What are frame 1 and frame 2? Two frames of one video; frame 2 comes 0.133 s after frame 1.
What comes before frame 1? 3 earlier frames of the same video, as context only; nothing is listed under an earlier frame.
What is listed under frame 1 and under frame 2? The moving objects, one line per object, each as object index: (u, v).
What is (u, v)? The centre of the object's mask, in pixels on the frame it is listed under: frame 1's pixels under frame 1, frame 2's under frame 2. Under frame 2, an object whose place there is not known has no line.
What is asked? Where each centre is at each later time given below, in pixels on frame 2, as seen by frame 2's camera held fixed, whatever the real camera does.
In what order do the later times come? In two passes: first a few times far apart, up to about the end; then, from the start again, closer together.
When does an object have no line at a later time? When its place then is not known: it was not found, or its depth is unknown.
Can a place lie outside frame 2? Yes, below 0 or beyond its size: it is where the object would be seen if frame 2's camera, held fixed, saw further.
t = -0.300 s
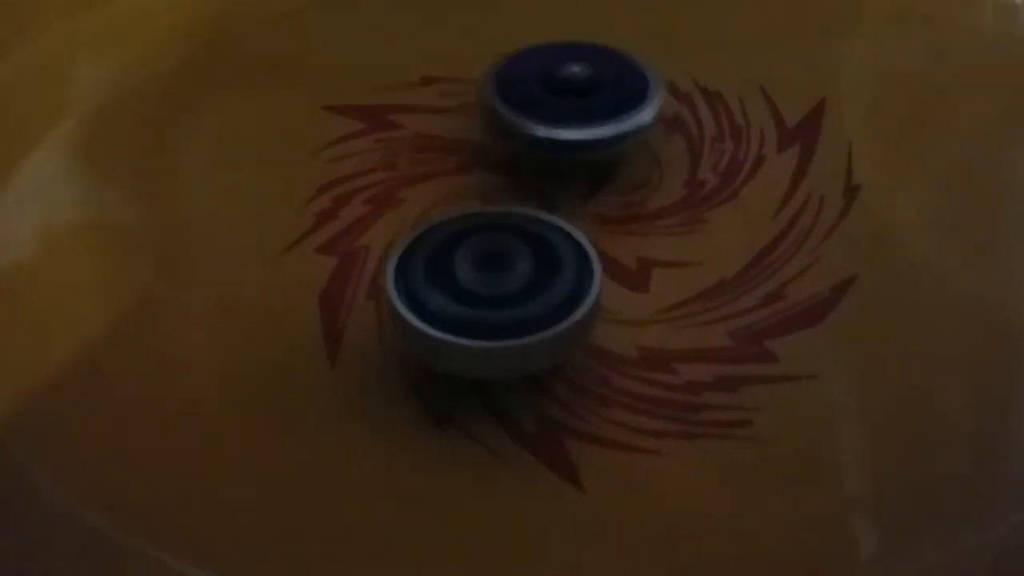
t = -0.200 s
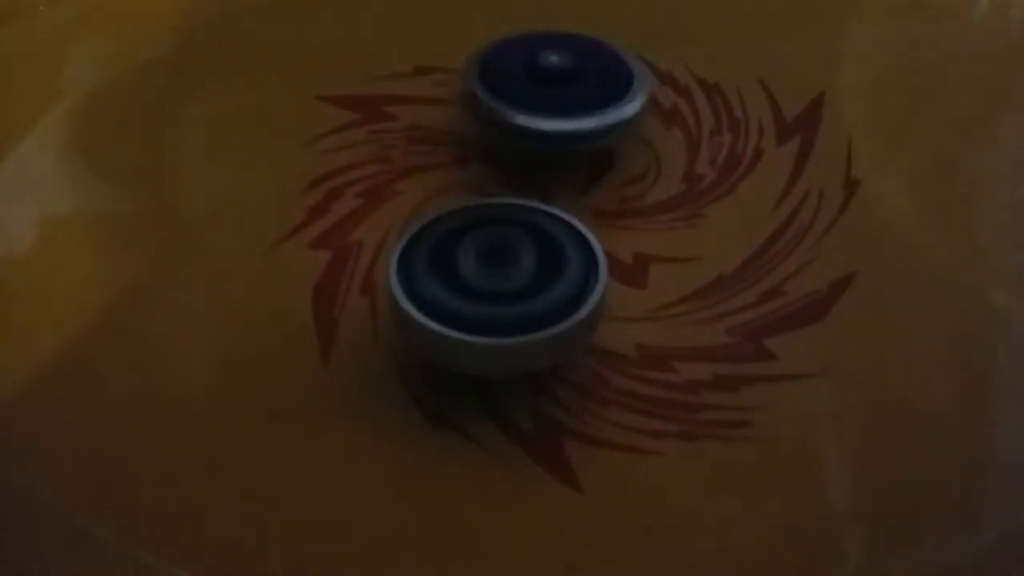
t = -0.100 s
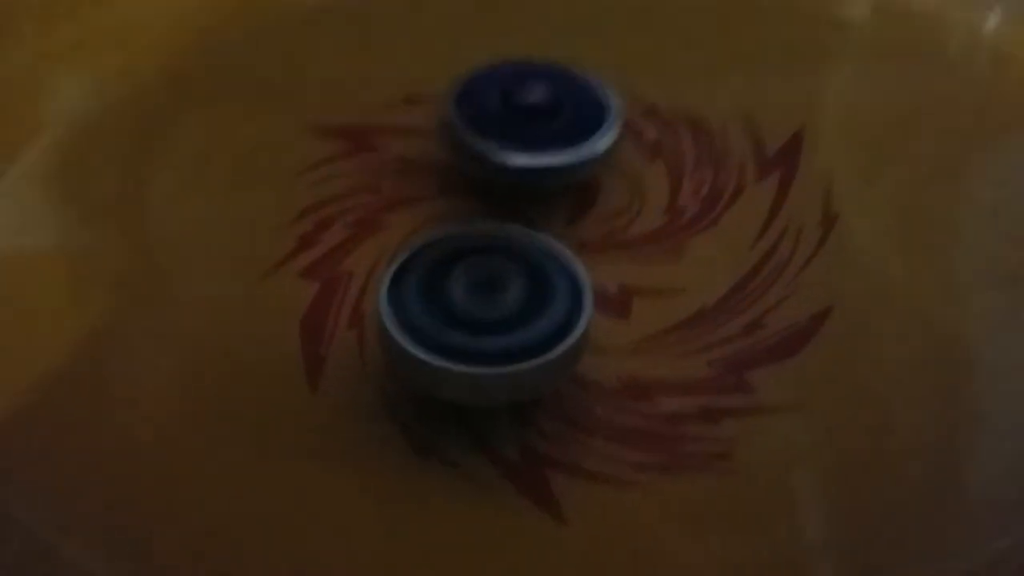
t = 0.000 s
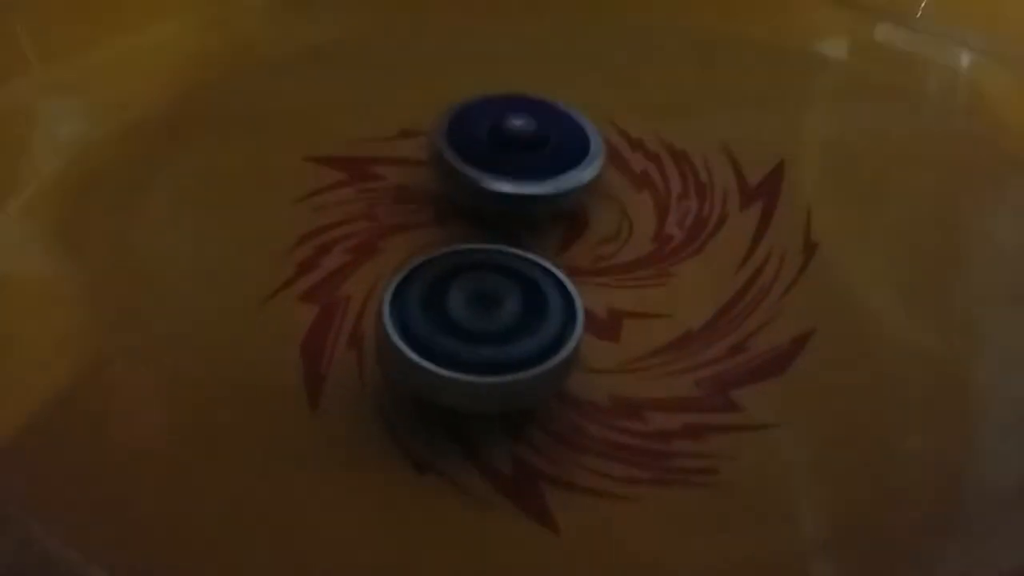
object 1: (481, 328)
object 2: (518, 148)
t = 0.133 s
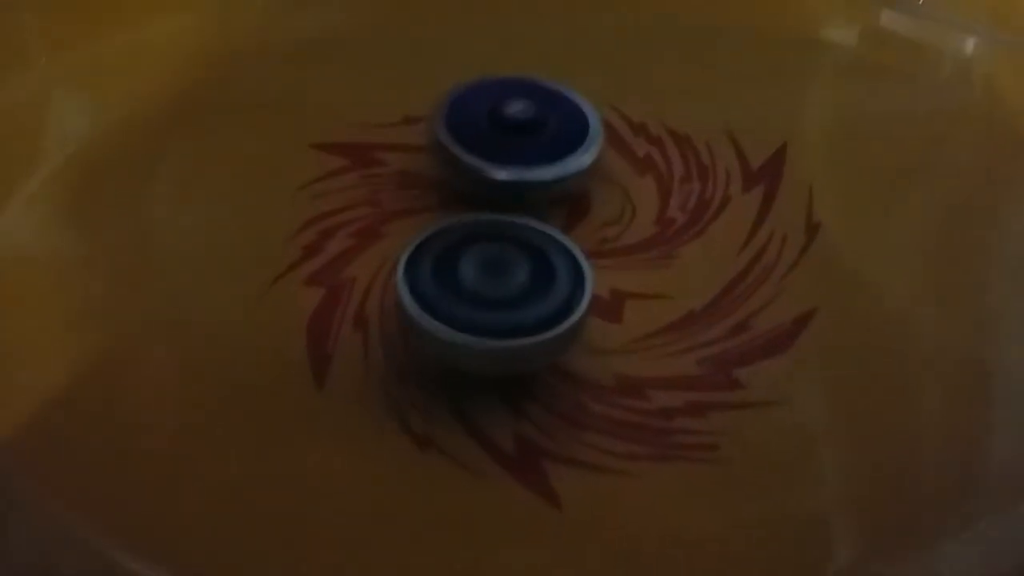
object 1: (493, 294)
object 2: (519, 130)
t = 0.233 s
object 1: (504, 286)
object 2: (517, 132)
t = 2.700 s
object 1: (652, 216)
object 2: (438, 140)
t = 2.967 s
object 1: (641, 238)
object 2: (425, 154)
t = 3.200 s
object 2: (407, 162)
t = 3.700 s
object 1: (563, 227)
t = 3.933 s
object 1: (612, 227)
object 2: (382, 156)
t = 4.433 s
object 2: (377, 180)
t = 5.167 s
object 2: (362, 240)
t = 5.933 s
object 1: (632, 206)
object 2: (418, 292)
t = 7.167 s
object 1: (637, 188)
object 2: (503, 295)
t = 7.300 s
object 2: (496, 314)
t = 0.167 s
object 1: (495, 292)
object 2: (516, 132)
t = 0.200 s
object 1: (500, 289)
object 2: (516, 131)
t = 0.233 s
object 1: (504, 286)
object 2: (517, 132)
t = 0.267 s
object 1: (507, 281)
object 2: (516, 130)
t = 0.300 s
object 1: (512, 277)
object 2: (516, 131)
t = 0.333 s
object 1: (516, 274)
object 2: (515, 130)
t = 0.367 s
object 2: (514, 131)
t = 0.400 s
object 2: (516, 130)
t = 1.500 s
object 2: (495, 120)
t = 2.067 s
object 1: (570, 219)
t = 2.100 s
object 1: (574, 215)
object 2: (443, 133)
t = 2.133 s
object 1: (578, 211)
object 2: (441, 134)
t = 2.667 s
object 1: (650, 213)
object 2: (438, 139)
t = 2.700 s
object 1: (652, 216)
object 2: (438, 140)
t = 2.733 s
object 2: (438, 142)
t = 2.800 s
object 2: (436, 143)
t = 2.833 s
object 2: (435, 145)
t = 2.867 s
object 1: (650, 232)
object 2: (433, 147)
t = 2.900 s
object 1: (648, 233)
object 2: (430, 151)
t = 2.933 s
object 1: (645, 236)
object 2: (428, 152)
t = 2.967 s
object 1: (641, 238)
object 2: (425, 154)
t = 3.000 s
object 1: (637, 241)
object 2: (424, 156)
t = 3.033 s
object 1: (632, 243)
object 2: (421, 156)
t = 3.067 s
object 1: (626, 244)
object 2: (418, 159)
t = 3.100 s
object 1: (619, 245)
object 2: (414, 158)
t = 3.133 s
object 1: (614, 246)
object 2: (412, 161)
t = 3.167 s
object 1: (607, 246)
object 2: (409, 160)
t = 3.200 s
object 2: (407, 162)
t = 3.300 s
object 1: (580, 244)
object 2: (400, 164)
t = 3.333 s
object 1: (574, 242)
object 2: (398, 164)
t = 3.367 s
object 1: (568, 240)
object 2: (398, 165)
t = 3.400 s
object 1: (562, 238)
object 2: (398, 165)
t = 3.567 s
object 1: (567, 237)
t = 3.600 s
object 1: (564, 235)
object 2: (384, 158)
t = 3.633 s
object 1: (563, 232)
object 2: (384, 159)
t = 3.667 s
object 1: (563, 230)
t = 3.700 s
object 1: (563, 227)
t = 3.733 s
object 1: (564, 224)
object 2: (384, 161)
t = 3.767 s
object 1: (563, 222)
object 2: (384, 162)
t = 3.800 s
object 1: (564, 218)
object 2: (385, 161)
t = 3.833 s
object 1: (565, 217)
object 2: (389, 166)
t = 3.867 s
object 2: (390, 168)
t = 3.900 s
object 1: (574, 216)
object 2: (394, 165)
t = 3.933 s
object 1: (612, 227)
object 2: (382, 156)
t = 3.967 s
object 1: (644, 242)
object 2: (370, 147)
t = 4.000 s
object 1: (664, 247)
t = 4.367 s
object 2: (372, 172)
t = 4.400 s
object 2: (373, 177)
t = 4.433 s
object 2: (377, 180)
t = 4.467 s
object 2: (377, 183)
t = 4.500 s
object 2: (378, 185)
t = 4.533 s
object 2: (381, 189)
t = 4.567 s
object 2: (379, 193)
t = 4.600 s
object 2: (382, 198)
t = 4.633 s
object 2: (381, 201)
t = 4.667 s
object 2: (382, 203)
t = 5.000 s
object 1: (582, 242)
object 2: (362, 231)
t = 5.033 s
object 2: (361, 233)
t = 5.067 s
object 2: (361, 235)
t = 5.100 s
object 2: (362, 237)
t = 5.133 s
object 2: (361, 239)
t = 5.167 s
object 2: (362, 240)
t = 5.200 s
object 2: (363, 242)
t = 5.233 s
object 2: (363, 243)
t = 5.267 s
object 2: (365, 243)
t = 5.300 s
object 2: (367, 243)
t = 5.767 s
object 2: (413, 270)
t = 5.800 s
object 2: (414, 273)
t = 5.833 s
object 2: (417, 276)
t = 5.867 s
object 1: (632, 198)
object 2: (417, 279)
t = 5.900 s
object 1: (634, 201)
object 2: (417, 281)
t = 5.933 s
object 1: (632, 206)
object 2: (418, 292)
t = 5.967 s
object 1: (629, 210)
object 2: (416, 295)
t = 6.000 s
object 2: (418, 292)
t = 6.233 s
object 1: (604, 225)
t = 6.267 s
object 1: (606, 225)
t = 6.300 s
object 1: (604, 224)
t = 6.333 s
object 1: (596, 225)
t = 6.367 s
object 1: (590, 224)
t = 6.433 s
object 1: (579, 220)
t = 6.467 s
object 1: (576, 217)
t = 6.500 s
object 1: (575, 213)
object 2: (407, 299)
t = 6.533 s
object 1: (573, 209)
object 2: (407, 297)
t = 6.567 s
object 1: (581, 205)
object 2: (406, 296)
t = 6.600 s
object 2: (406, 294)
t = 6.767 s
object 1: (597, 186)
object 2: (431, 276)
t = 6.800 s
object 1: (599, 183)
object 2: (437, 277)
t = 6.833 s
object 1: (603, 180)
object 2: (443, 277)
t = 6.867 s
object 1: (606, 180)
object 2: (450, 277)
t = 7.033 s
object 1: (627, 180)
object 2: (484, 282)
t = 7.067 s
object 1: (631, 181)
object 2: (490, 288)
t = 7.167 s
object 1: (637, 188)
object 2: (503, 295)
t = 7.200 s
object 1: (639, 192)
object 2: (507, 298)
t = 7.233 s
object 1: (638, 195)
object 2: (509, 301)
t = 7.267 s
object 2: (509, 305)
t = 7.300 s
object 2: (496, 314)
